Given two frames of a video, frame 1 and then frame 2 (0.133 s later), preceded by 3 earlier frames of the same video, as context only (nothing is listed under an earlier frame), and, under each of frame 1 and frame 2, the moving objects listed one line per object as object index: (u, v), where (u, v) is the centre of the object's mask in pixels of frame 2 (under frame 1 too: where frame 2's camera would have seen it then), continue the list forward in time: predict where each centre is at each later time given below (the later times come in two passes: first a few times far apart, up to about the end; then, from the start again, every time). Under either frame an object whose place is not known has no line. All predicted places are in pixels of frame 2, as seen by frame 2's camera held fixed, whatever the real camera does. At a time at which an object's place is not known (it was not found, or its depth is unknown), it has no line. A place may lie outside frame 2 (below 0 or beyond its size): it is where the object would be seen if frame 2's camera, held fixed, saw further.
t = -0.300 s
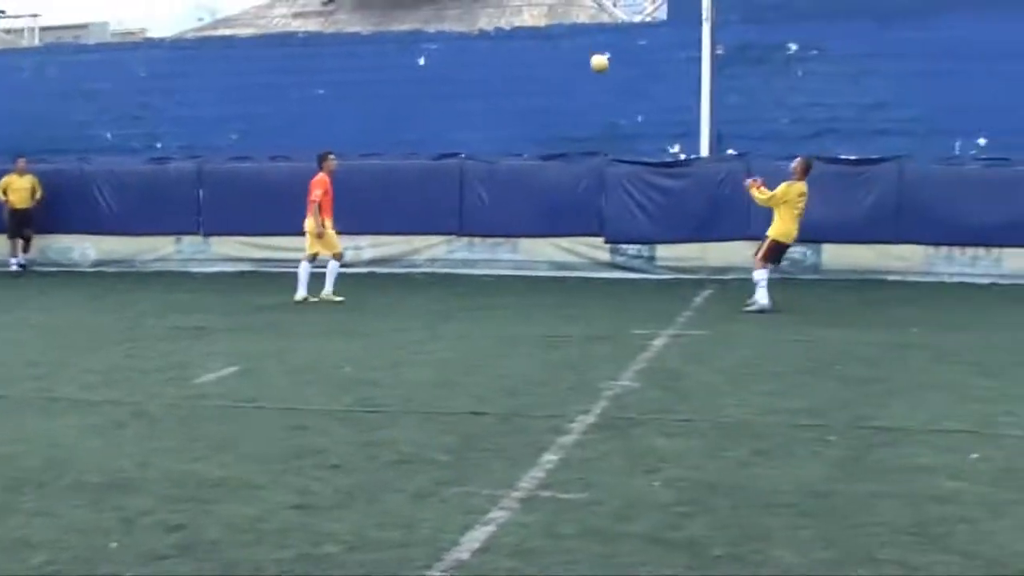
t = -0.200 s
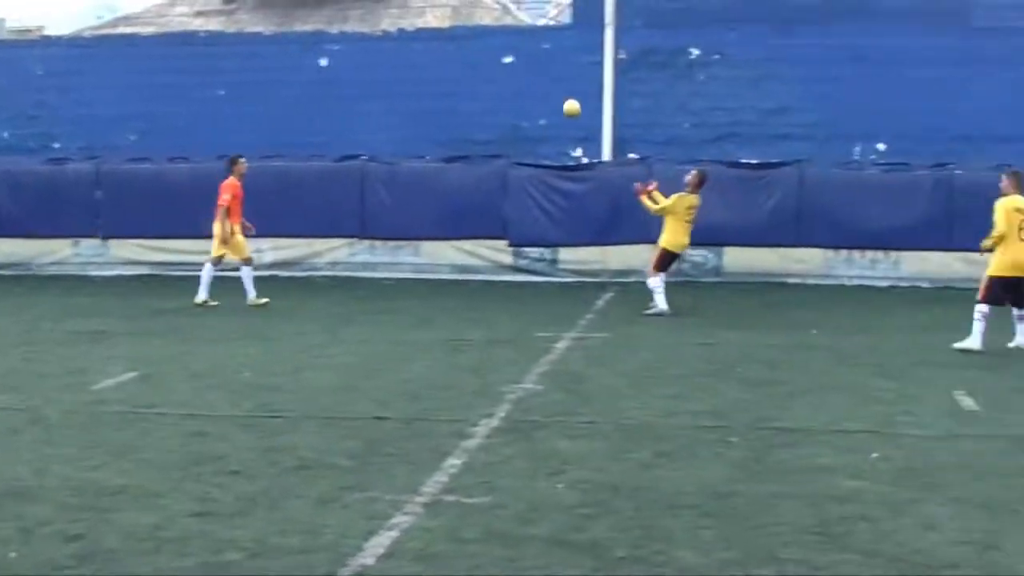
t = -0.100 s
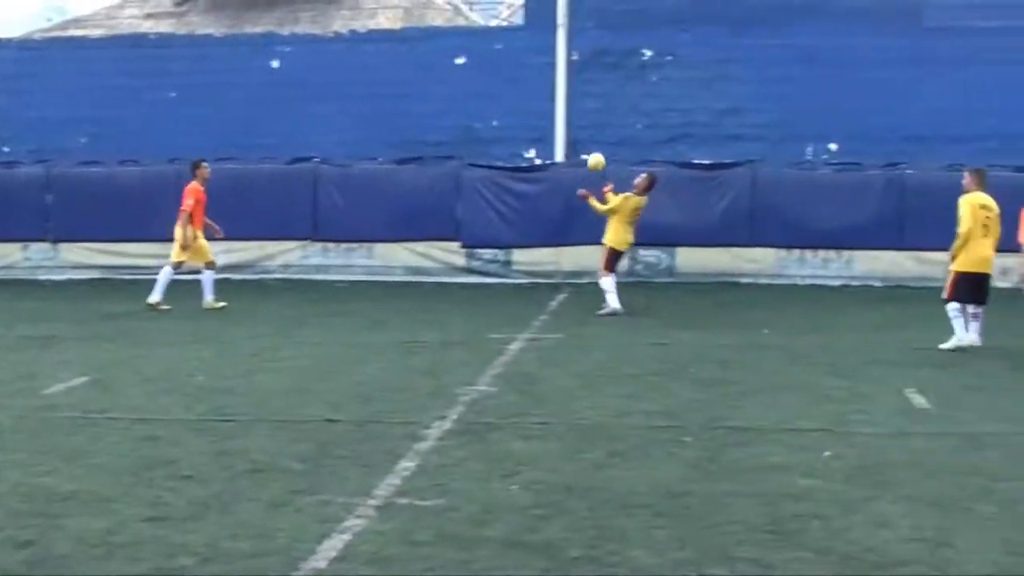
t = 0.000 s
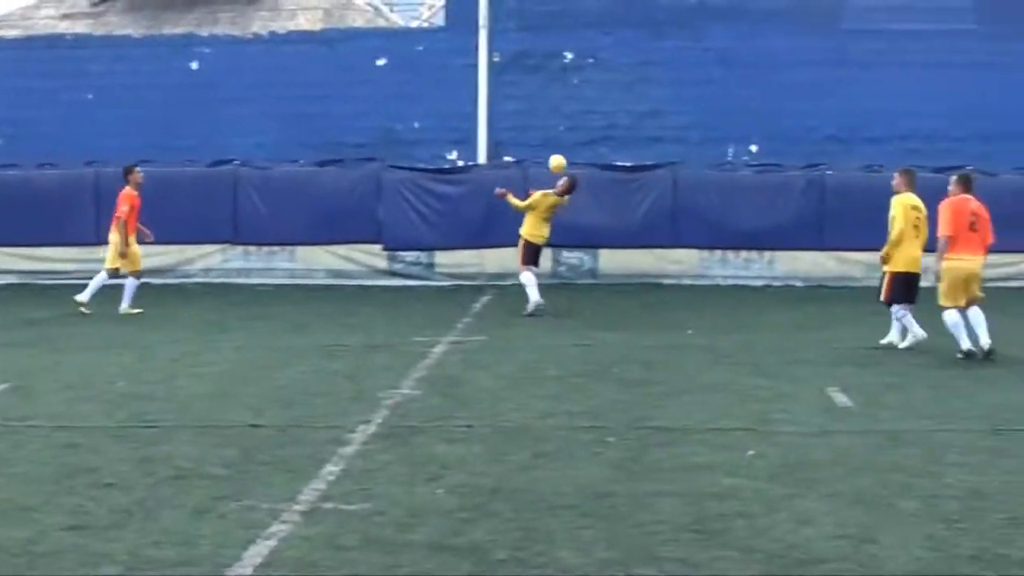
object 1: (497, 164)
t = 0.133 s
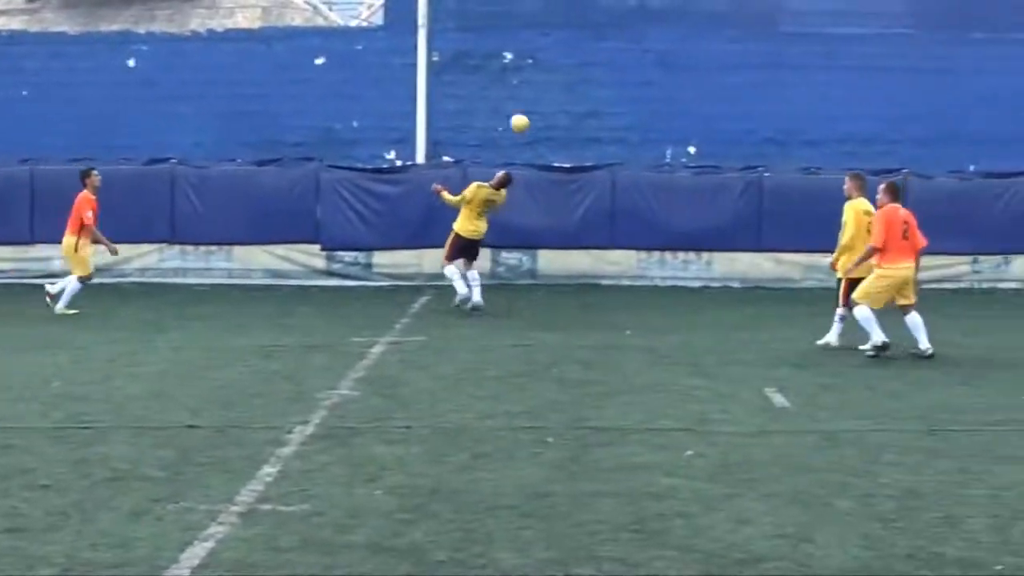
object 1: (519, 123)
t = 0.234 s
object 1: (534, 102)
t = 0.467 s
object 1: (570, 88)
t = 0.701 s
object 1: (606, 122)
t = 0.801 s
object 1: (620, 152)
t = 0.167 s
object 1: (524, 115)
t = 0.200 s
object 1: (529, 108)
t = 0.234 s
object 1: (534, 102)
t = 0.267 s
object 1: (539, 97)
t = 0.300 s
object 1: (544, 93)
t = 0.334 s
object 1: (549, 90)
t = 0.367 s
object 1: (554, 89)
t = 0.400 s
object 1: (559, 87)
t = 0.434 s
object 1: (564, 88)
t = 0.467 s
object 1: (570, 88)
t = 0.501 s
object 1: (575, 90)
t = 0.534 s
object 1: (580, 92)
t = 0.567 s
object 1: (585, 96)
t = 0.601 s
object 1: (591, 101)
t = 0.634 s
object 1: (596, 107)
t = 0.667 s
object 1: (601, 115)
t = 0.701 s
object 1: (606, 122)
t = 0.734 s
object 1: (611, 131)
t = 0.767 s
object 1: (616, 141)
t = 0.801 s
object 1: (620, 152)
